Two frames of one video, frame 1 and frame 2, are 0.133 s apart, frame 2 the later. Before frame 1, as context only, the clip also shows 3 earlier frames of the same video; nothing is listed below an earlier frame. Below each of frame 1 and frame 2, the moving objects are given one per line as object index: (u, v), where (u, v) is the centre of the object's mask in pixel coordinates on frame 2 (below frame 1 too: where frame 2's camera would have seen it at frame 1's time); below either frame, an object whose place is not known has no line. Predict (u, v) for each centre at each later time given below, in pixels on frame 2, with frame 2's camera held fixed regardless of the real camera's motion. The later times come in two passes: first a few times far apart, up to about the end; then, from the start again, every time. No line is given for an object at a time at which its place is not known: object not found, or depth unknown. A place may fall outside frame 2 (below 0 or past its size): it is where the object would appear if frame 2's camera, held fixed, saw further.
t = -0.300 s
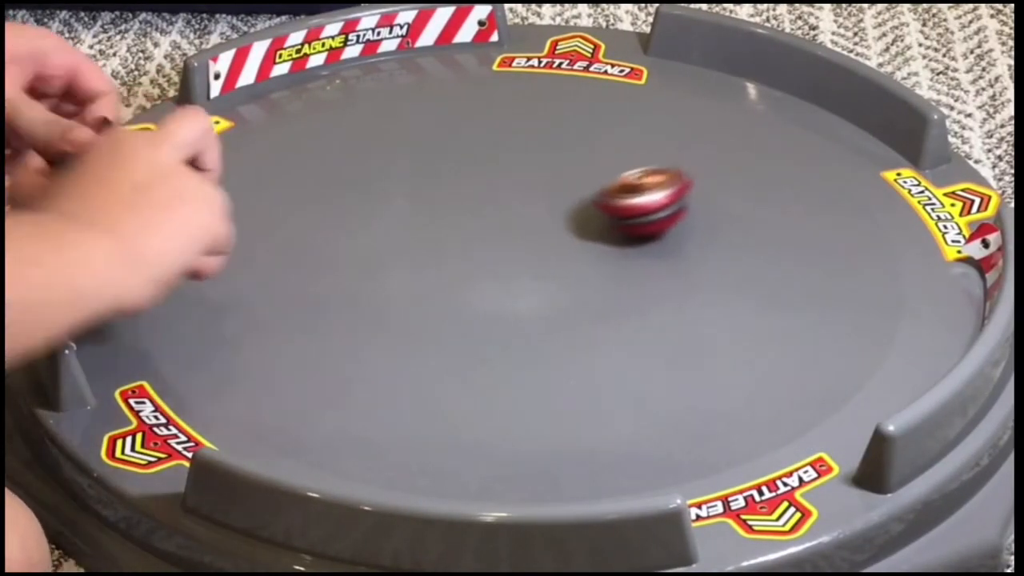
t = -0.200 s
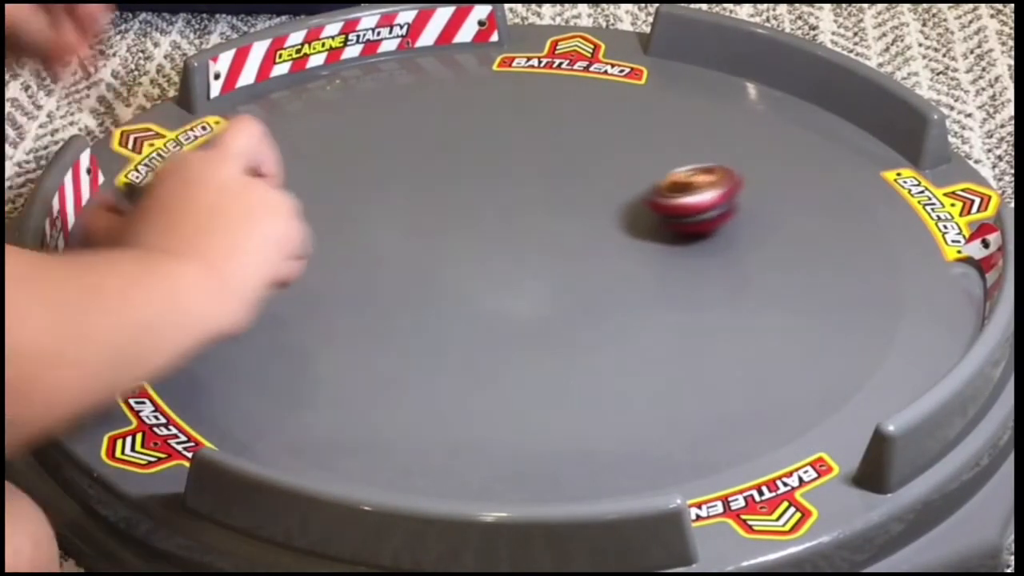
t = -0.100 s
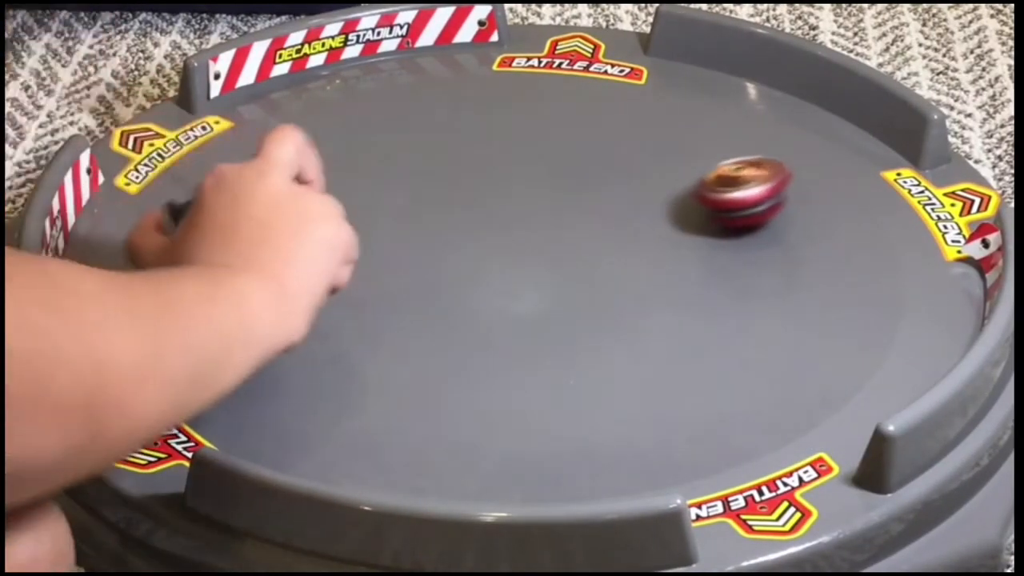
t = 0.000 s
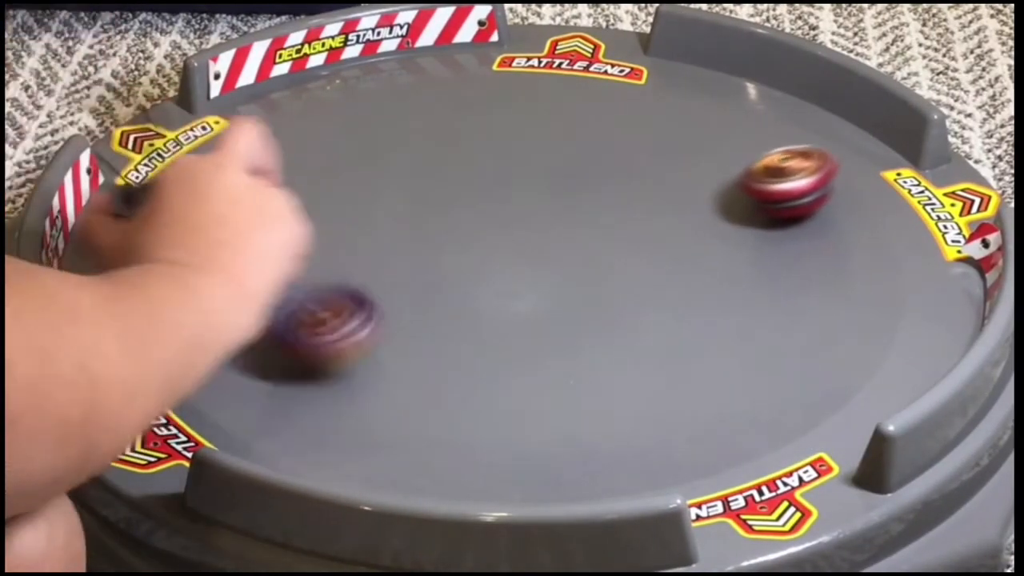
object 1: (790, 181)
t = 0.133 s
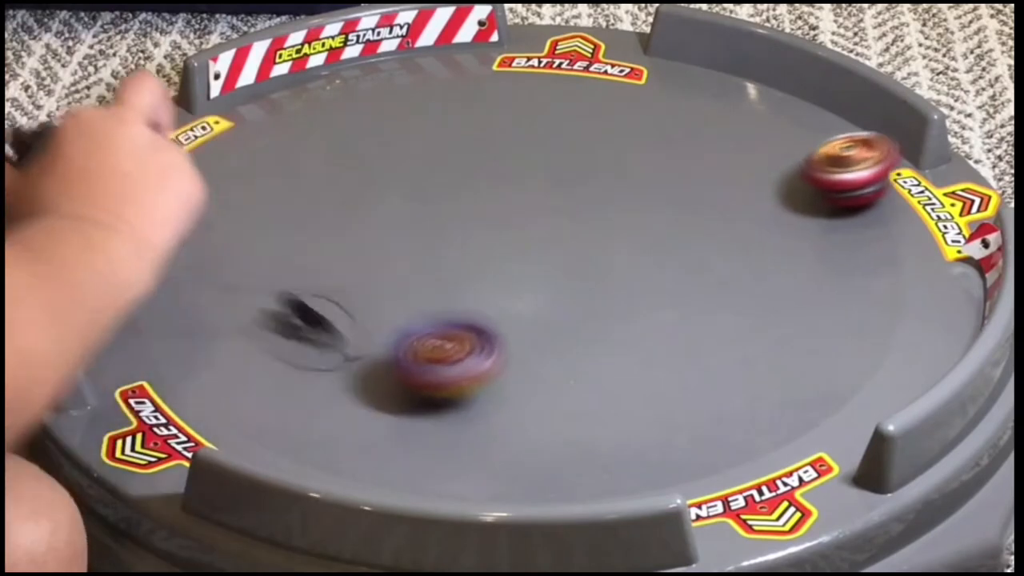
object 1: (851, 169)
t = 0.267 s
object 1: (913, 156)
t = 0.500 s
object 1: (828, 271)
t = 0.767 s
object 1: (717, 62)
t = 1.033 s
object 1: (385, 196)
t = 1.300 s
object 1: (130, 255)
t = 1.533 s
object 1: (126, 263)
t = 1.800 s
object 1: (201, 229)
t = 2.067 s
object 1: (591, 211)
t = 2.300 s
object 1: (845, 326)
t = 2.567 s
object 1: (542, 411)
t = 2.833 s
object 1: (238, 233)
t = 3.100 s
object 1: (350, 106)
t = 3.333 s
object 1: (664, 213)
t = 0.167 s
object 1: (869, 167)
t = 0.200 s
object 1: (885, 164)
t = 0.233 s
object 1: (900, 161)
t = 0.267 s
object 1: (913, 156)
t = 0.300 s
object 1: (921, 161)
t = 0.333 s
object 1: (920, 187)
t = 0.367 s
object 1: (916, 228)
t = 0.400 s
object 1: (900, 258)
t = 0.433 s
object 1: (881, 289)
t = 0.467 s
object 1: (849, 308)
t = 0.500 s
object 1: (828, 271)
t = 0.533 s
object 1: (812, 248)
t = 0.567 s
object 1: (795, 221)
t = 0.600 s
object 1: (780, 193)
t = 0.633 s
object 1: (764, 163)
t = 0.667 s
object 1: (750, 134)
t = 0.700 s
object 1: (737, 107)
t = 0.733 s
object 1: (726, 84)
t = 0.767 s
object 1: (717, 62)
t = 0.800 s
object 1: (690, 55)
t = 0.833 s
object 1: (652, 67)
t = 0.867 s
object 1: (602, 104)
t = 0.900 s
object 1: (560, 122)
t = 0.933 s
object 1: (516, 144)
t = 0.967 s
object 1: (471, 163)
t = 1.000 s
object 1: (427, 180)
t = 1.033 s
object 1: (385, 196)
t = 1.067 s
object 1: (346, 208)
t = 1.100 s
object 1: (306, 220)
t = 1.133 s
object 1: (266, 230)
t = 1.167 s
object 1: (234, 236)
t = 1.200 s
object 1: (201, 242)
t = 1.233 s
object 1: (174, 247)
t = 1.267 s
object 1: (150, 251)
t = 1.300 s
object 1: (130, 255)
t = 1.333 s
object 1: (112, 260)
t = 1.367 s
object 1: (102, 262)
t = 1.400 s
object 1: (108, 265)
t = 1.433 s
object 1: (113, 266)
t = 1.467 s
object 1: (118, 266)
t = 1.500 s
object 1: (123, 265)
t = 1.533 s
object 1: (126, 263)
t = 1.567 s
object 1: (127, 261)
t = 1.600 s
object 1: (125, 257)
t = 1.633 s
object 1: (120, 252)
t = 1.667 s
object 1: (112, 247)
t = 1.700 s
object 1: (102, 242)
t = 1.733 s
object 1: (126, 229)
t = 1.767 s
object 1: (163, 231)
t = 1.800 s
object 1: (201, 229)
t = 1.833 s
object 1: (244, 225)
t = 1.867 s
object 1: (289, 216)
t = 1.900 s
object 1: (339, 209)
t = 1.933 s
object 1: (389, 205)
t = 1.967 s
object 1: (440, 203)
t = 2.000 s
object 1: (493, 203)
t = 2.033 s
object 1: (542, 207)
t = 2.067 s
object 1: (591, 211)
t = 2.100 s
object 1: (638, 220)
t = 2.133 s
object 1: (686, 232)
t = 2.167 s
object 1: (729, 247)
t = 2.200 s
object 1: (767, 262)
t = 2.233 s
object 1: (799, 280)
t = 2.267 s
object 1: (827, 302)
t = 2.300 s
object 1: (845, 326)
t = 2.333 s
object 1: (853, 351)
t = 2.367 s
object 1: (858, 379)
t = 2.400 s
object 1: (830, 383)
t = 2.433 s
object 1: (778, 389)
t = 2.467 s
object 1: (724, 410)
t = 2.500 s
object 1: (664, 419)
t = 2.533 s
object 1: (603, 418)
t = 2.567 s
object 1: (542, 411)
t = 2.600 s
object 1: (487, 401)
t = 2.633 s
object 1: (435, 385)
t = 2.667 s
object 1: (387, 362)
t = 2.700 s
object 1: (348, 342)
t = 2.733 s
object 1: (310, 315)
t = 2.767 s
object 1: (282, 290)
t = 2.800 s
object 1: (257, 263)
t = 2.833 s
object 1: (238, 233)
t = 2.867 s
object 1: (226, 206)
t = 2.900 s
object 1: (219, 179)
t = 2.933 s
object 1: (218, 150)
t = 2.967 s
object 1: (220, 123)
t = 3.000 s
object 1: (221, 101)
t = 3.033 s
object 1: (255, 89)
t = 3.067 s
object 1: (304, 90)
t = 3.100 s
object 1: (350, 106)
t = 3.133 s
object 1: (395, 130)
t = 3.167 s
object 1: (444, 134)
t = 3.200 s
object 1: (490, 153)
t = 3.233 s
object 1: (537, 168)
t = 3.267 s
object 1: (582, 181)
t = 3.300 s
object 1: (624, 196)
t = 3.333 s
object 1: (664, 213)
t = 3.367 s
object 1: (698, 230)
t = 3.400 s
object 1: (735, 251)
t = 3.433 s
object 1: (767, 268)
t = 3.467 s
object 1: (795, 287)
